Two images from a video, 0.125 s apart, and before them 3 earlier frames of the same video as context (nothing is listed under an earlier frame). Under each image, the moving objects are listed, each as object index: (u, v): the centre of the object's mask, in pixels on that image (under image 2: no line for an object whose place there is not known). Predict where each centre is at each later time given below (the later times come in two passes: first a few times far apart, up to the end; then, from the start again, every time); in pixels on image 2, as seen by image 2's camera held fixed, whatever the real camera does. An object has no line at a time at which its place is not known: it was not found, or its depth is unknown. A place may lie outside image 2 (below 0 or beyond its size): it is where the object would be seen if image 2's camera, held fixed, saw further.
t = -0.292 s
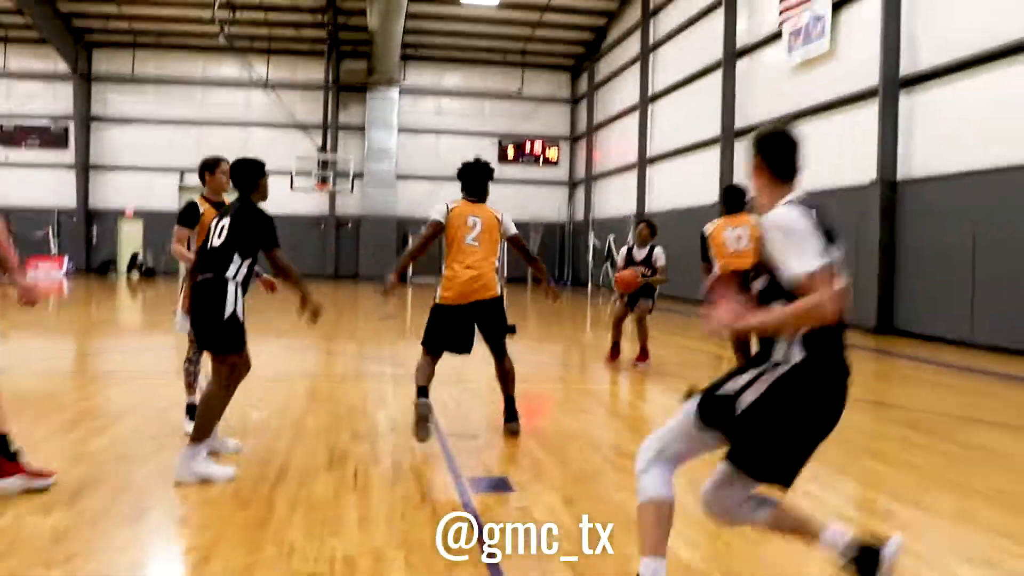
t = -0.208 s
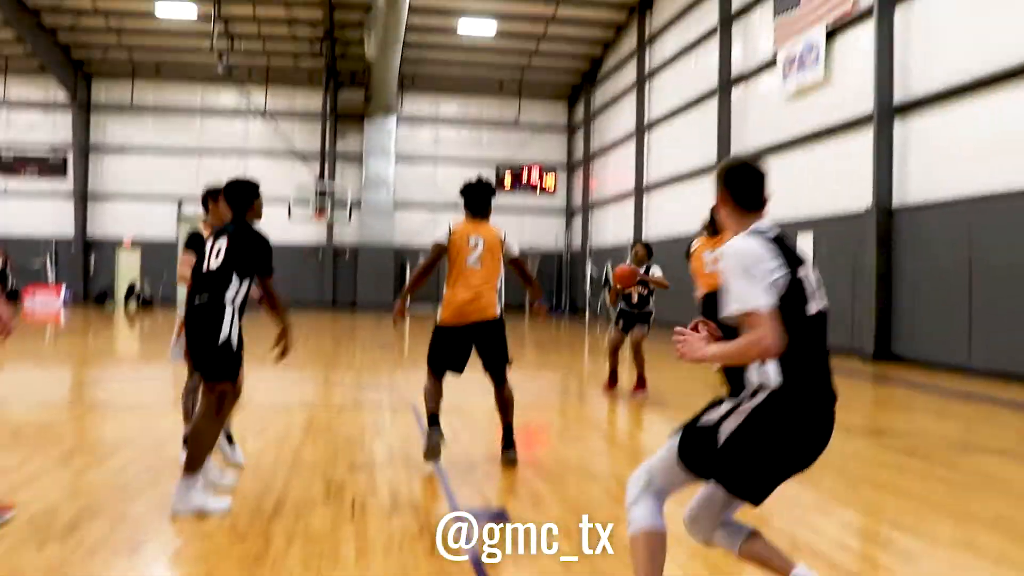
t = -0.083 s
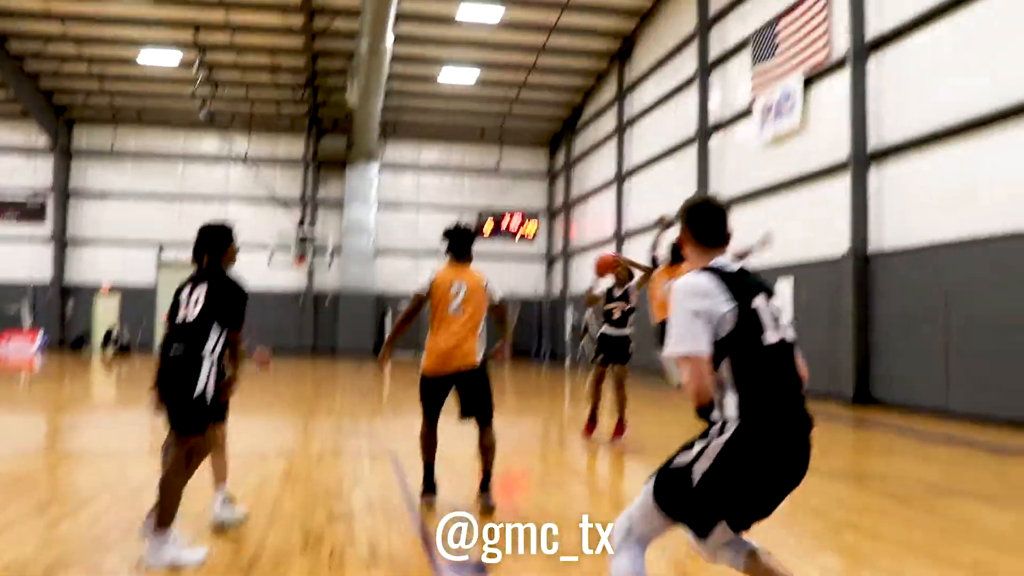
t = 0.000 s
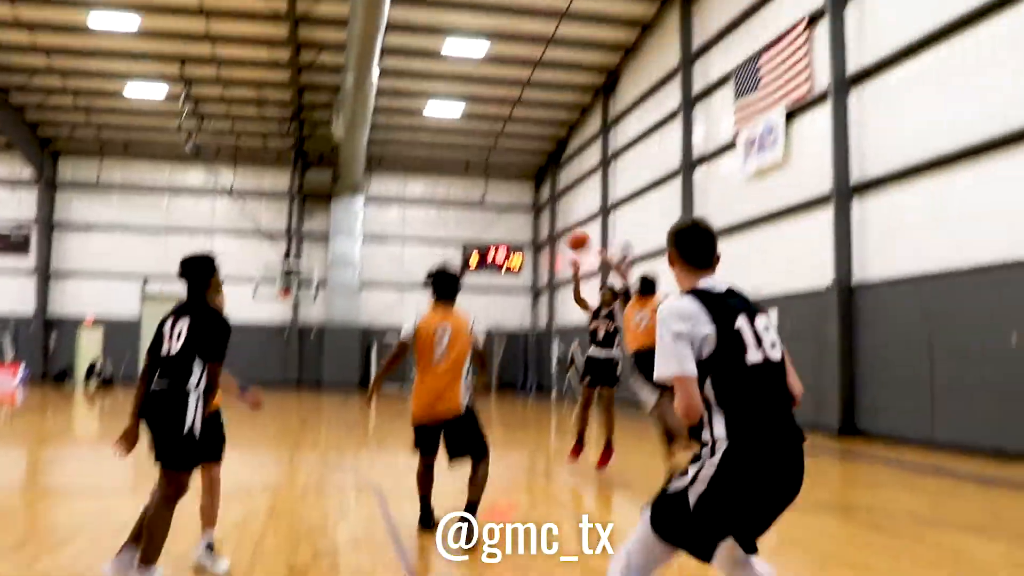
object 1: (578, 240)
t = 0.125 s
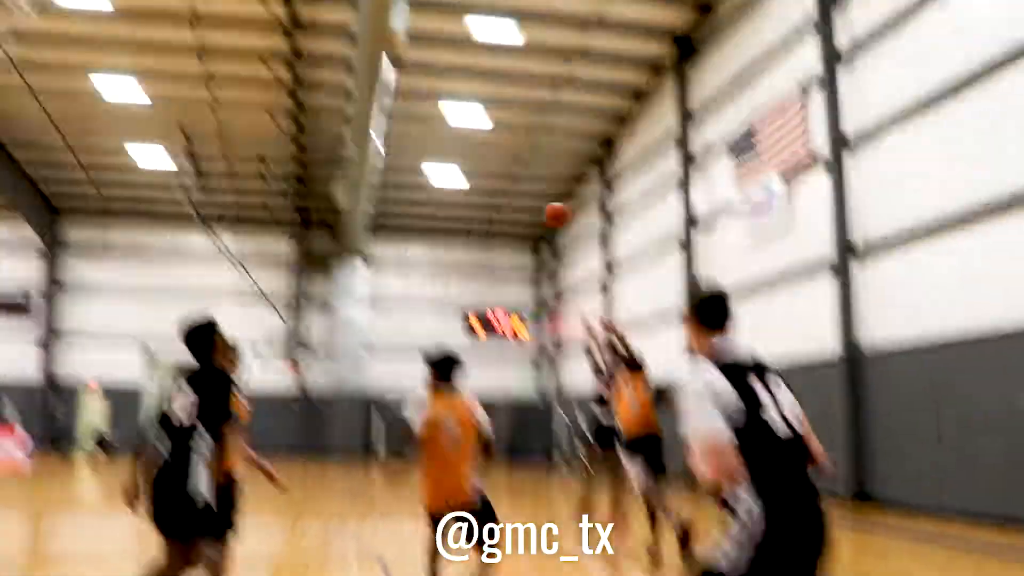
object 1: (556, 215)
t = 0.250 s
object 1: (534, 131)
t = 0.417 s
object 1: (496, 35)
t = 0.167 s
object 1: (549, 186)
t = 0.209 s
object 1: (542, 158)
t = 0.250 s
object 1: (534, 131)
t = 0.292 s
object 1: (524, 106)
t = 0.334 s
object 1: (517, 82)
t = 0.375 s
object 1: (506, 58)
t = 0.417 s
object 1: (496, 35)
